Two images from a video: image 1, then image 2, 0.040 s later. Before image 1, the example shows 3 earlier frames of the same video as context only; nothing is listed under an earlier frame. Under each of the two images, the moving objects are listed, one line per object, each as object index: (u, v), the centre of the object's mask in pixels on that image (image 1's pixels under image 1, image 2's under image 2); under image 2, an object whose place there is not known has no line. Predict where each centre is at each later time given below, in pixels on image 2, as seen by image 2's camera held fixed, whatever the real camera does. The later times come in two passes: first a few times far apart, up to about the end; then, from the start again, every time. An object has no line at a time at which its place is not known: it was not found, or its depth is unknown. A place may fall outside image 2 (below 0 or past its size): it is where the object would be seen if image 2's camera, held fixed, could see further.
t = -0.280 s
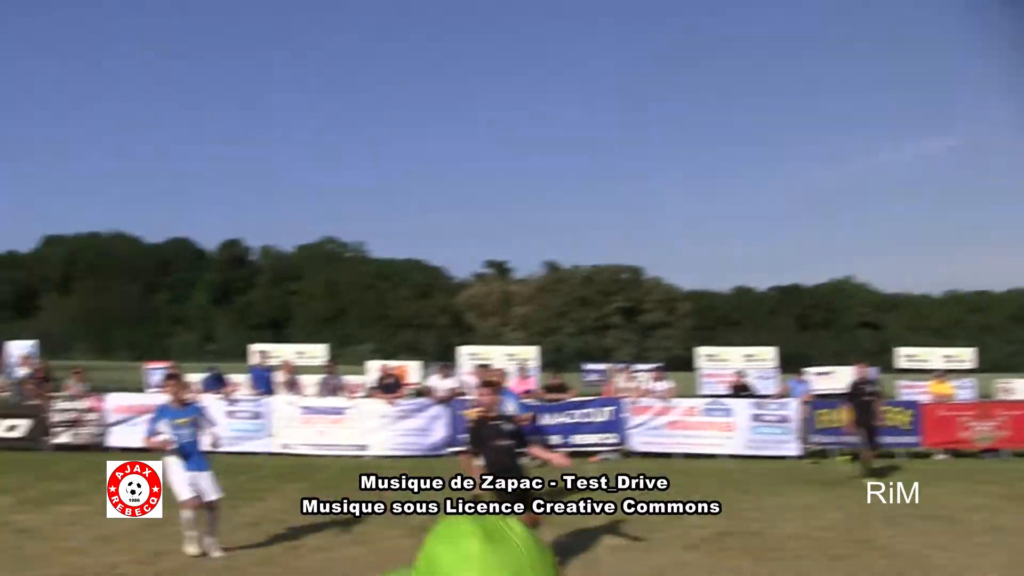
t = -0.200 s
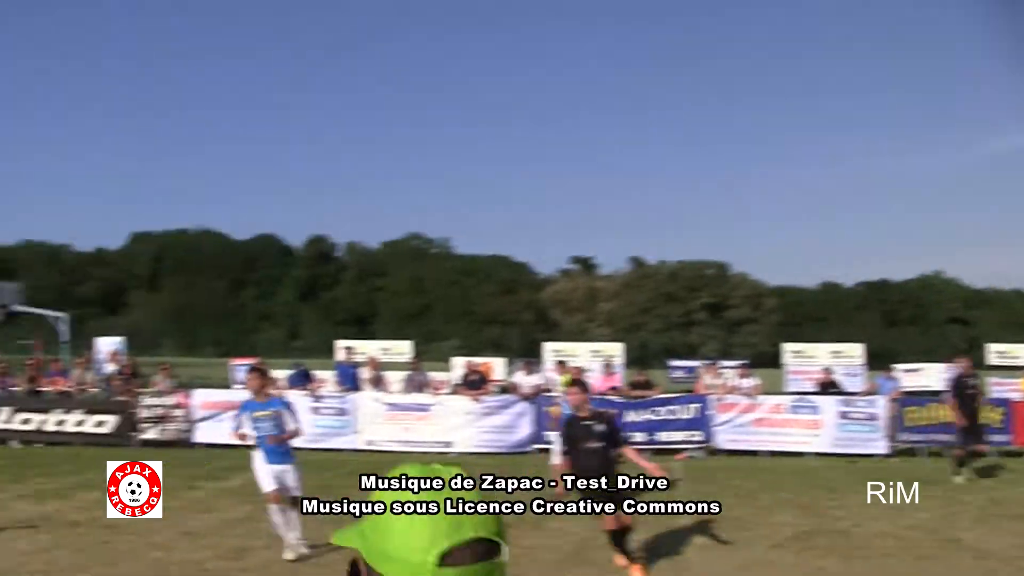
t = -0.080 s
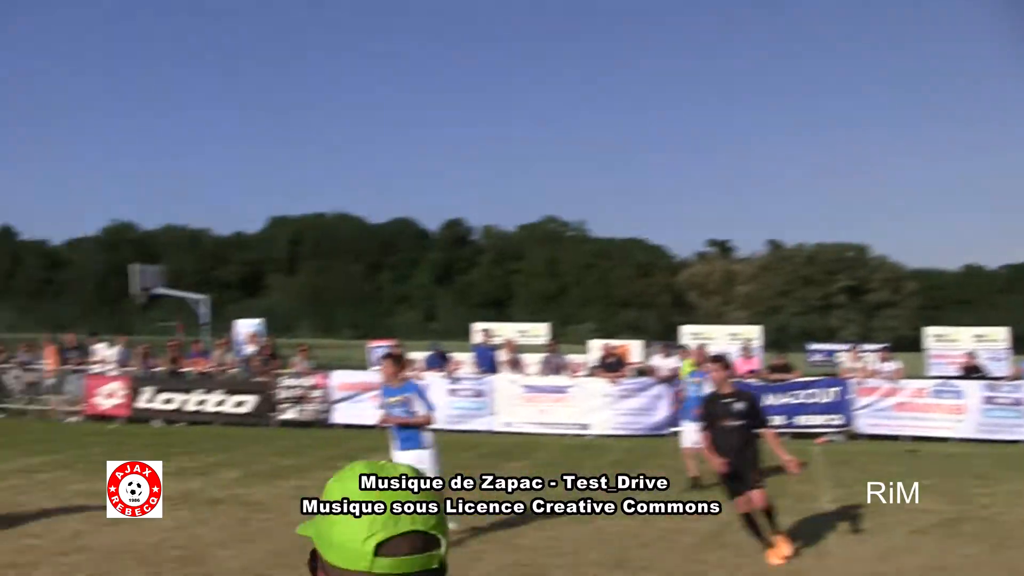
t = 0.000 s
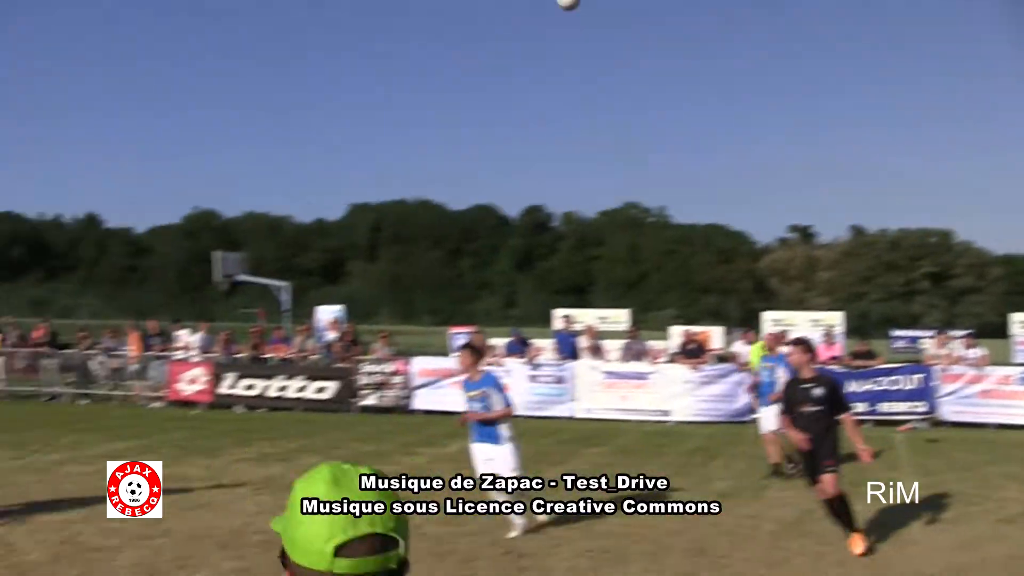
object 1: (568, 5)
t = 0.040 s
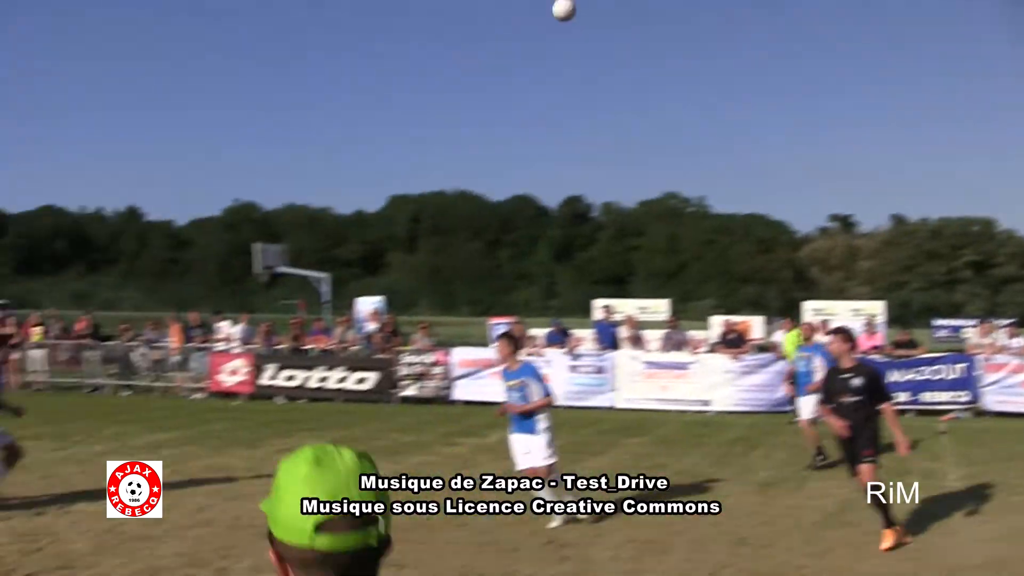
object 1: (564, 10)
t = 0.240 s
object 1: (361, 129)
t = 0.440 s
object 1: (169, 283)
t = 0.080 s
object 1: (522, 30)
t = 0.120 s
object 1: (481, 53)
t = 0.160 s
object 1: (441, 77)
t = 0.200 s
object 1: (400, 102)
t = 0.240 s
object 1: (361, 129)
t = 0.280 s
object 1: (322, 157)
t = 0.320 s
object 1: (283, 185)
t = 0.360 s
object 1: (244, 217)
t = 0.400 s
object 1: (207, 250)
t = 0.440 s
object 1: (169, 283)
